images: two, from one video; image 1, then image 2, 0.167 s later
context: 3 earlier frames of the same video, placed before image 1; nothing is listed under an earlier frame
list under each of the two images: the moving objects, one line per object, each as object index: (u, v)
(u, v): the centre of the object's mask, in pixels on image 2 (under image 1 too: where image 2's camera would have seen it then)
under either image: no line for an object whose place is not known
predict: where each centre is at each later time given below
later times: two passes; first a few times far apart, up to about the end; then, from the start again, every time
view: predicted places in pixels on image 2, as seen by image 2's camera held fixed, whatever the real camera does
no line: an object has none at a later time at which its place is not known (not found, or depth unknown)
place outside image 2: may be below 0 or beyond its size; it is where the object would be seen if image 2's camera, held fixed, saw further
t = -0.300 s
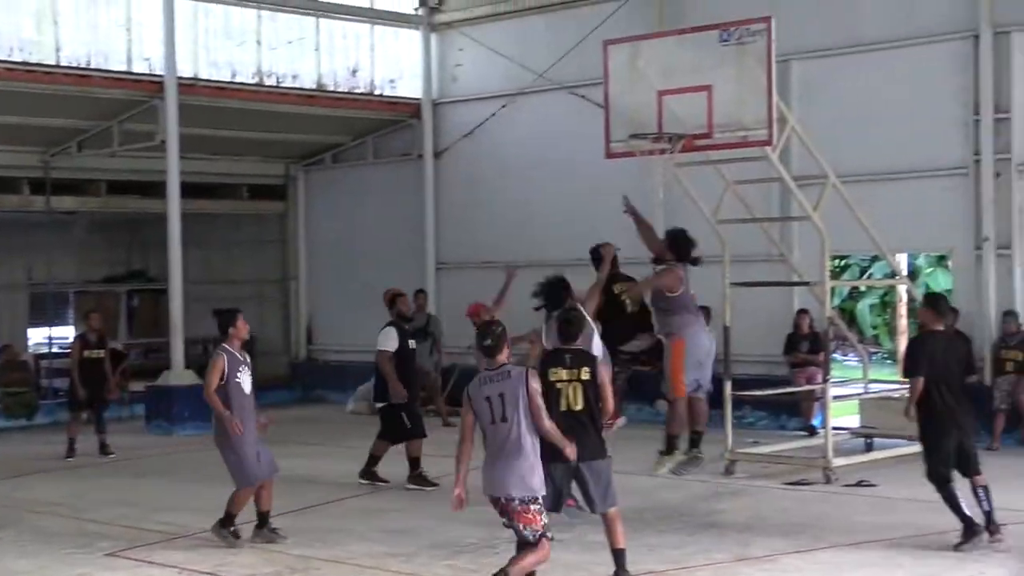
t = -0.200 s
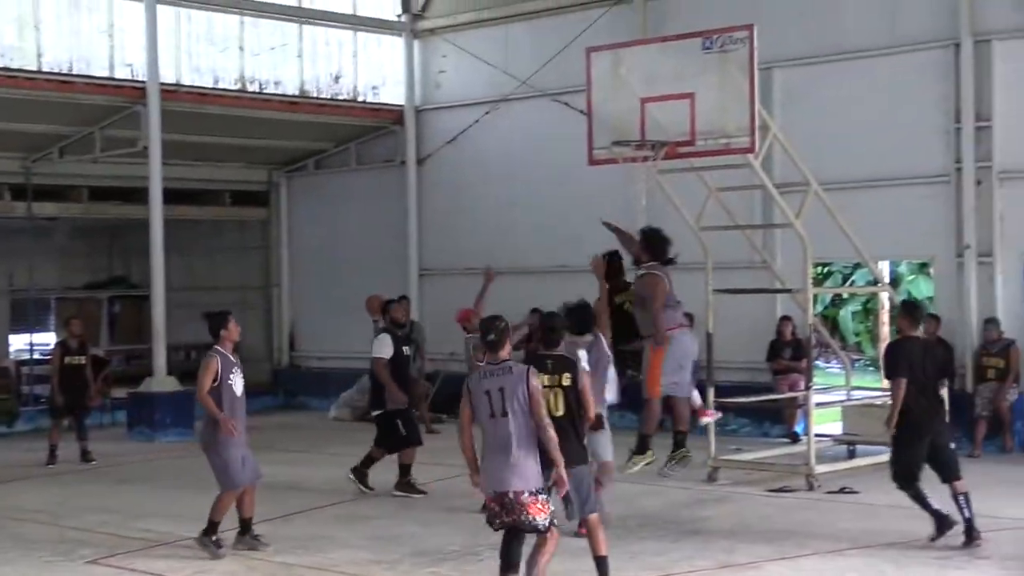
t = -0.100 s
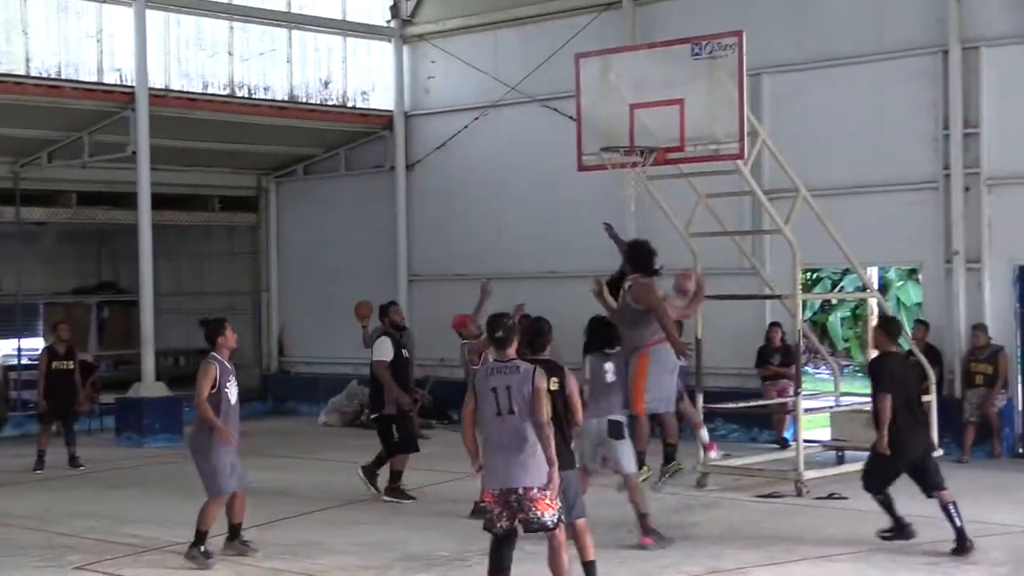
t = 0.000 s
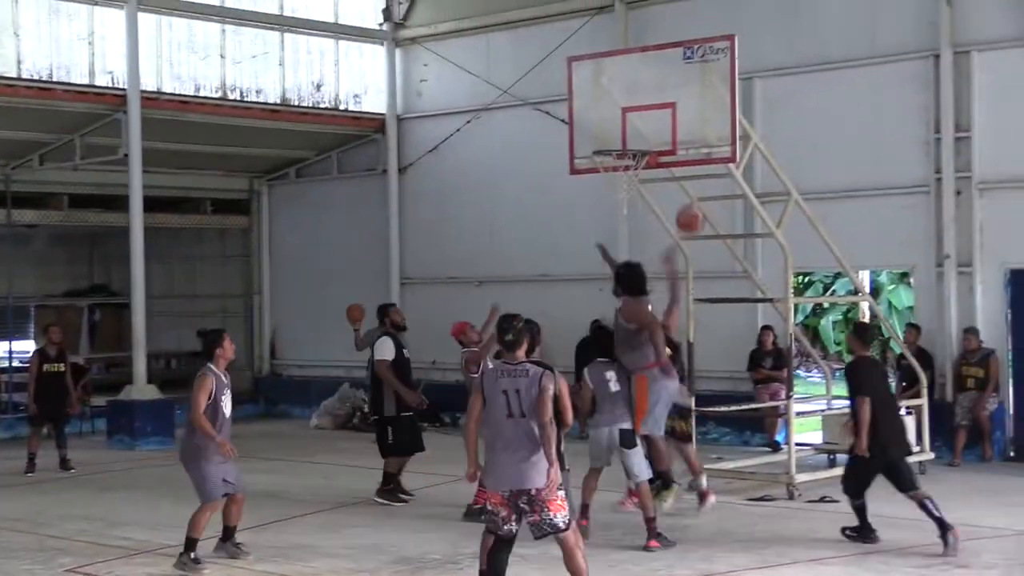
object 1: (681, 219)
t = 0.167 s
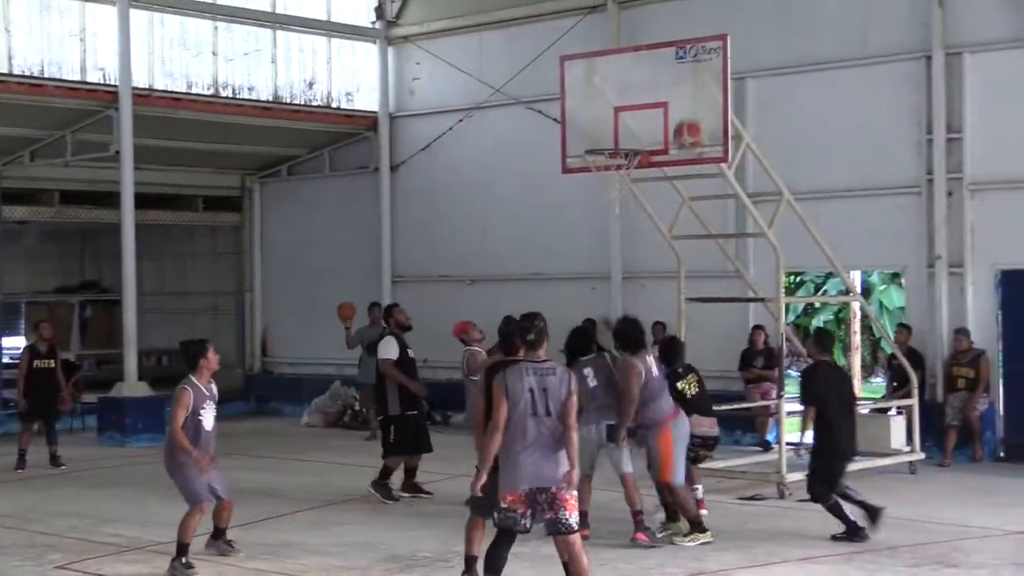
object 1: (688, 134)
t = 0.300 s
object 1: (693, 91)
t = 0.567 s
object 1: (673, 80)
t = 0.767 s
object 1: (655, 129)
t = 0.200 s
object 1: (689, 121)
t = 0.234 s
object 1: (690, 110)
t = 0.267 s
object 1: (691, 100)
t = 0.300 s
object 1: (693, 91)
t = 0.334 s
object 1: (692, 84)
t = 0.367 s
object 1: (690, 80)
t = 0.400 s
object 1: (687, 77)
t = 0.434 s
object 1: (684, 76)
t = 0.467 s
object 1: (681, 75)
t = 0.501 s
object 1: (678, 75)
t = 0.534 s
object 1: (676, 77)
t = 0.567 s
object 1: (673, 80)
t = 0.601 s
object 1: (670, 86)
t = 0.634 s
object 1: (667, 91)
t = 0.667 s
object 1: (664, 99)
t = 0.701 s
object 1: (661, 108)
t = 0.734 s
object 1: (658, 117)
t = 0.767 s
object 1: (655, 129)
